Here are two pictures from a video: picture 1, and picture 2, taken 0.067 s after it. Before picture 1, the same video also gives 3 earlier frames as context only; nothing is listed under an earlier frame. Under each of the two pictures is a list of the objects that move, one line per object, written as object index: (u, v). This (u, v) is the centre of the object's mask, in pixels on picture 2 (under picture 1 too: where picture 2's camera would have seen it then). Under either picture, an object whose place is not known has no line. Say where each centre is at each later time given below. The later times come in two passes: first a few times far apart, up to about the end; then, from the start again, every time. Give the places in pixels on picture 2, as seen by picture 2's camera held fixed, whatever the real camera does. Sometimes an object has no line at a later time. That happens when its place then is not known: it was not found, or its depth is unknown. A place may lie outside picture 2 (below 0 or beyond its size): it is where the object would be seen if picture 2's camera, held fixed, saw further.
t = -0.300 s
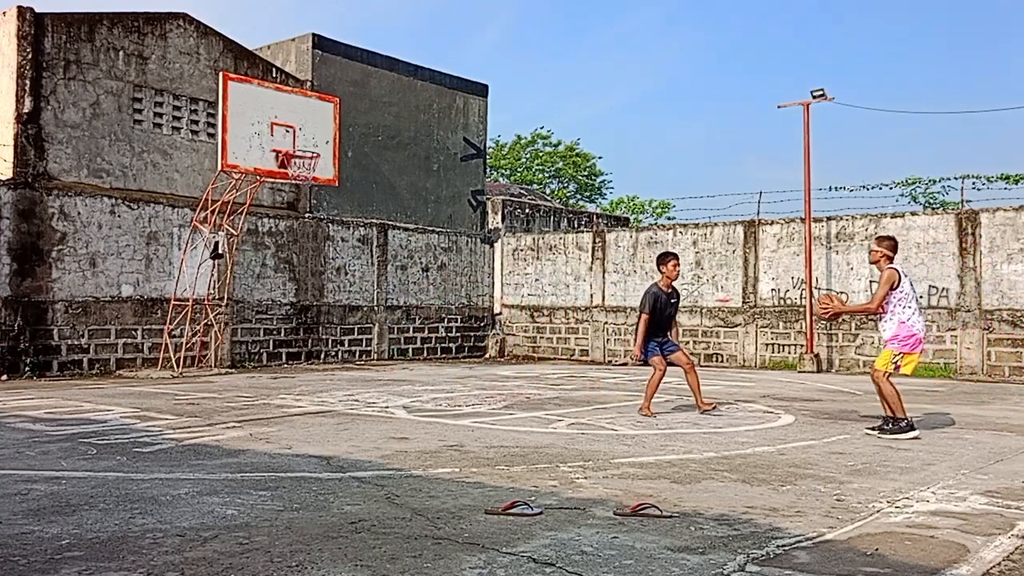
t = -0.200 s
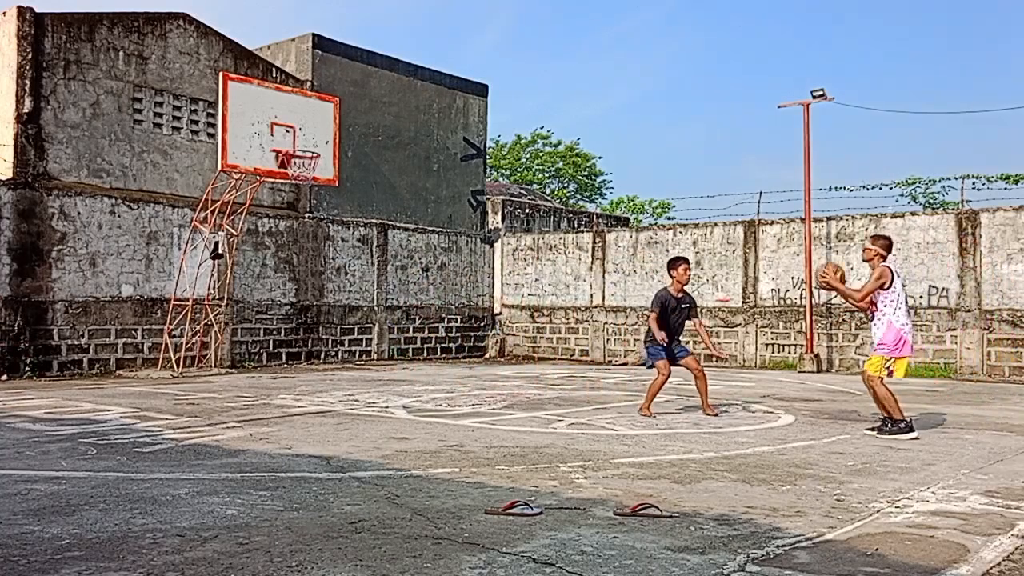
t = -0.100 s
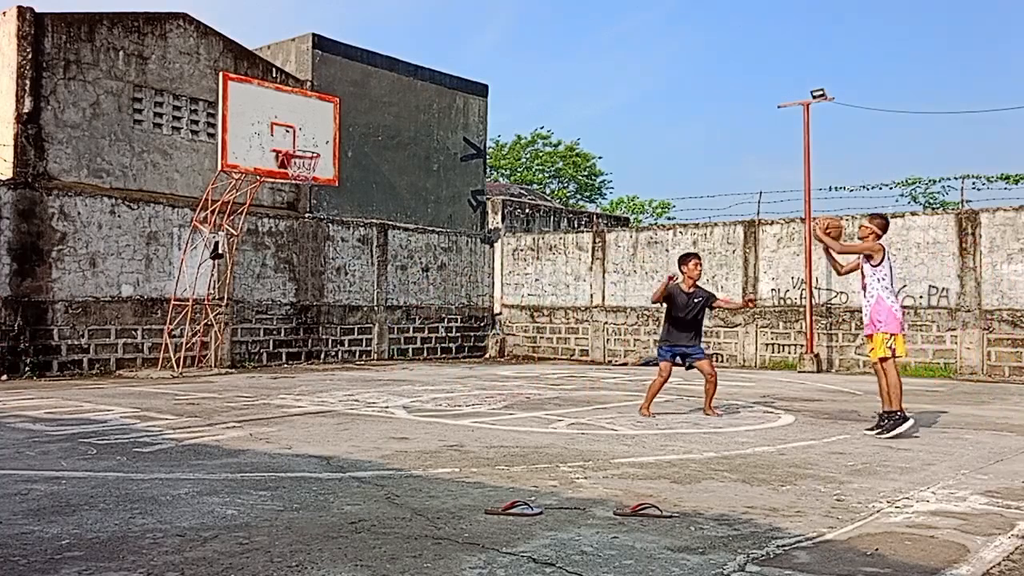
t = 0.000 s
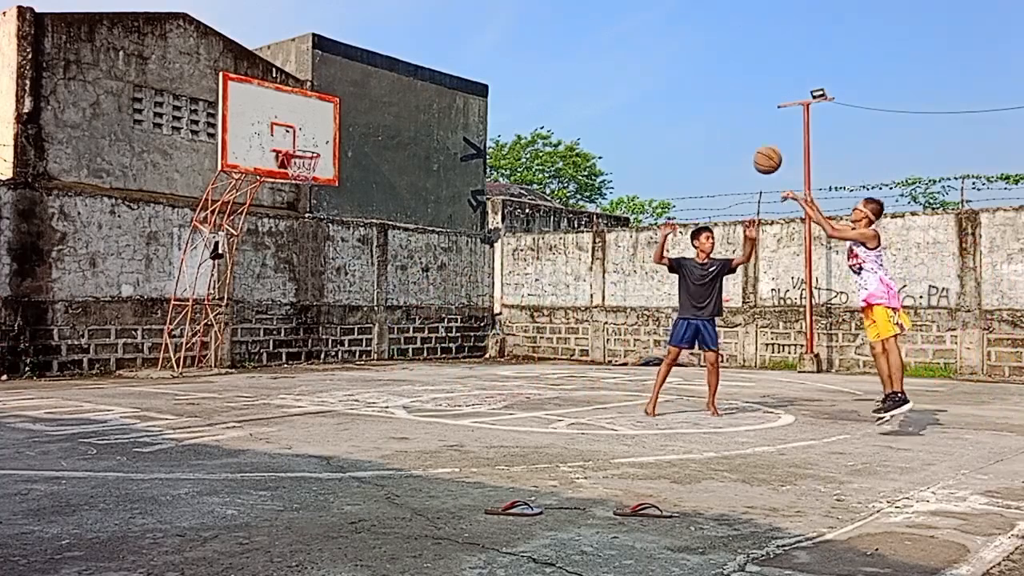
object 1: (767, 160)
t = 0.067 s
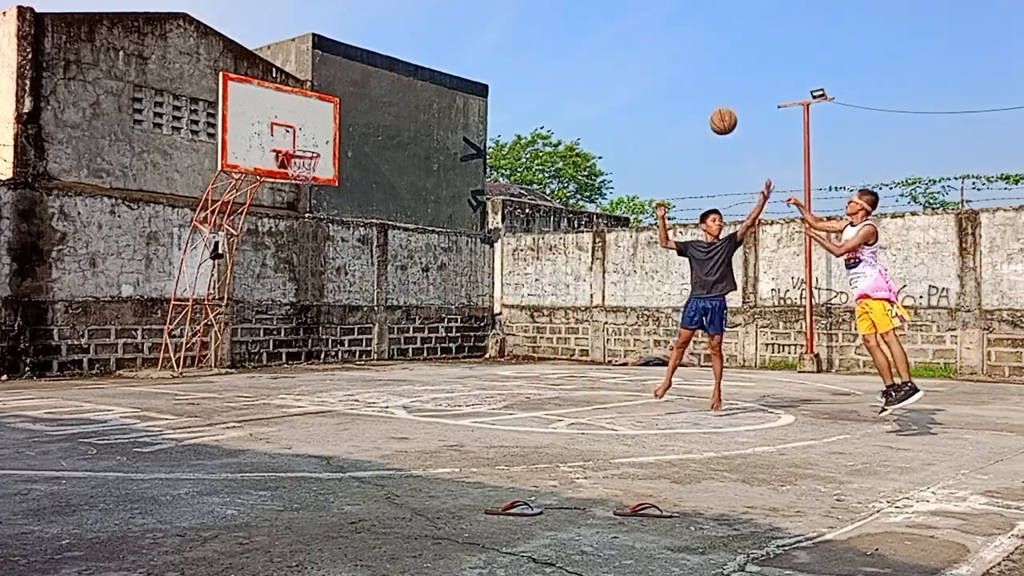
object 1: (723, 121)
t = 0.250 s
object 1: (616, 49)
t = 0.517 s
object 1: (487, 18)
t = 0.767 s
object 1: (390, 46)
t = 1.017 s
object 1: (309, 118)
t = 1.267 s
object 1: (311, 97)
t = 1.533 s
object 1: (346, 66)
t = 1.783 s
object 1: (377, 84)
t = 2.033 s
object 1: (406, 144)
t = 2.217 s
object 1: (427, 214)
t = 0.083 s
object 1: (713, 112)
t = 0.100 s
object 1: (702, 104)
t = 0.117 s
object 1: (692, 97)
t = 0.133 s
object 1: (682, 89)
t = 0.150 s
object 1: (672, 83)
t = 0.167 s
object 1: (662, 76)
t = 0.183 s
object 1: (653, 70)
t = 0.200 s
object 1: (643, 64)
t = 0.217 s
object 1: (634, 59)
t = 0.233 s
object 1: (625, 54)
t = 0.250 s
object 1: (616, 49)
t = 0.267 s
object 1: (606, 45)
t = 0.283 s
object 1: (598, 41)
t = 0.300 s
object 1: (589, 38)
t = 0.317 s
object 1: (581, 35)
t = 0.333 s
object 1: (572, 31)
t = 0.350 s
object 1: (564, 29)
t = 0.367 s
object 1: (556, 27)
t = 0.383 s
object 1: (548, 25)
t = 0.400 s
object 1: (540, 23)
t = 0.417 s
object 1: (532, 21)
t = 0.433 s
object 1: (524, 20)
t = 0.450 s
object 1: (516, 19)
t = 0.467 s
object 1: (509, 18)
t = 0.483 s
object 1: (501, 18)
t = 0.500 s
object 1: (494, 18)
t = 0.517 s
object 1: (487, 18)
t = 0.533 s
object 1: (480, 18)
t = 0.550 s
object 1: (472, 19)
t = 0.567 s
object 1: (465, 20)
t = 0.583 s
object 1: (459, 21)
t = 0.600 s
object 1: (452, 22)
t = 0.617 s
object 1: (446, 23)
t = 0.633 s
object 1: (439, 25)
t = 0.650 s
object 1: (432, 27)
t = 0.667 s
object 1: (426, 29)
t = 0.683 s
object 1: (420, 31)
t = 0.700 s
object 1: (414, 34)
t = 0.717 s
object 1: (408, 37)
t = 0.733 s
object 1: (401, 40)
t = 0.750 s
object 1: (396, 43)
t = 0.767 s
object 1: (390, 46)
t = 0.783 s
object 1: (384, 50)
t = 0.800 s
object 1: (378, 54)
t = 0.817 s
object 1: (372, 58)
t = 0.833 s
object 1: (366, 61)
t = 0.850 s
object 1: (360, 66)
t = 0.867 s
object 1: (355, 70)
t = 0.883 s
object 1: (349, 75)
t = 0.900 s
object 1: (344, 80)
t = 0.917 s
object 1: (339, 84)
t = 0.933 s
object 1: (334, 89)
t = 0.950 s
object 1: (329, 95)
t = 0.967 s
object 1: (324, 101)
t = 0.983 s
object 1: (319, 107)
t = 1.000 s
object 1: (314, 112)
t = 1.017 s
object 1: (309, 118)
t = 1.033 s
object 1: (304, 124)
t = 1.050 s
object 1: (299, 131)
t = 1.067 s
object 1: (295, 137)
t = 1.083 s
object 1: (290, 142)
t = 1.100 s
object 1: (289, 143)
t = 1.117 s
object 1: (290, 138)
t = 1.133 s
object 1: (293, 133)
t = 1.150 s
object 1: (295, 128)
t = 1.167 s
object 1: (298, 123)
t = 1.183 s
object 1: (300, 118)
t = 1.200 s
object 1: (302, 114)
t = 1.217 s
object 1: (304, 110)
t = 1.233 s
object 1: (307, 105)
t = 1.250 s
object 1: (309, 101)
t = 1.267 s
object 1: (311, 97)
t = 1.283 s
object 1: (313, 93)
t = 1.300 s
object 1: (315, 90)
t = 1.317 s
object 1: (317, 87)
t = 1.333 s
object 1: (319, 83)
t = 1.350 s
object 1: (322, 81)
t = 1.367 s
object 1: (324, 79)
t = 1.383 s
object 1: (326, 77)
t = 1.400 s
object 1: (328, 74)
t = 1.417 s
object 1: (330, 73)
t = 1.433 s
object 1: (333, 72)
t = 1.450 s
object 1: (335, 70)
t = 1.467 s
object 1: (337, 69)
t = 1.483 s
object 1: (339, 68)
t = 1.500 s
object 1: (342, 67)
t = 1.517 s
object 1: (344, 66)
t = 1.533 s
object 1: (346, 66)
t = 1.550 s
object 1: (348, 66)
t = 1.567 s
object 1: (350, 66)
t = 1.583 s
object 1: (353, 67)
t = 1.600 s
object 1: (354, 67)
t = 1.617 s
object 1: (357, 67)
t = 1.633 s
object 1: (359, 68)
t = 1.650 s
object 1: (361, 69)
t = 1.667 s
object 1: (363, 70)
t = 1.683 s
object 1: (365, 71)
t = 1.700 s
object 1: (367, 73)
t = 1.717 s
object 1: (369, 75)
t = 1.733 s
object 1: (371, 77)
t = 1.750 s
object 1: (373, 79)
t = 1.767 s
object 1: (375, 81)
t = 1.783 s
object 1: (377, 84)
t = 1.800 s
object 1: (379, 87)
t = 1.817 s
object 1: (381, 89)
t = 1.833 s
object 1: (383, 92)
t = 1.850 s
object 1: (385, 96)
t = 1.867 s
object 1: (387, 99)
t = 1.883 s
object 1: (389, 103)
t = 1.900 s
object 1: (392, 107)
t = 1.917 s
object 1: (394, 111)
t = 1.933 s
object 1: (396, 115)
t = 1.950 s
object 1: (397, 119)
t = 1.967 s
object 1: (399, 124)
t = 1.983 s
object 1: (401, 129)
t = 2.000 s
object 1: (403, 133)
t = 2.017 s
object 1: (405, 139)
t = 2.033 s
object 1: (406, 144)
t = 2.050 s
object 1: (408, 149)
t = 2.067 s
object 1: (411, 155)
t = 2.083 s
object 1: (412, 161)
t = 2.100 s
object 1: (414, 167)
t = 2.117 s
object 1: (416, 173)
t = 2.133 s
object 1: (418, 179)
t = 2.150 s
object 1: (419, 186)
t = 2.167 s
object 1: (421, 192)
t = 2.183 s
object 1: (423, 199)
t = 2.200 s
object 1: (425, 206)
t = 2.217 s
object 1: (427, 214)
